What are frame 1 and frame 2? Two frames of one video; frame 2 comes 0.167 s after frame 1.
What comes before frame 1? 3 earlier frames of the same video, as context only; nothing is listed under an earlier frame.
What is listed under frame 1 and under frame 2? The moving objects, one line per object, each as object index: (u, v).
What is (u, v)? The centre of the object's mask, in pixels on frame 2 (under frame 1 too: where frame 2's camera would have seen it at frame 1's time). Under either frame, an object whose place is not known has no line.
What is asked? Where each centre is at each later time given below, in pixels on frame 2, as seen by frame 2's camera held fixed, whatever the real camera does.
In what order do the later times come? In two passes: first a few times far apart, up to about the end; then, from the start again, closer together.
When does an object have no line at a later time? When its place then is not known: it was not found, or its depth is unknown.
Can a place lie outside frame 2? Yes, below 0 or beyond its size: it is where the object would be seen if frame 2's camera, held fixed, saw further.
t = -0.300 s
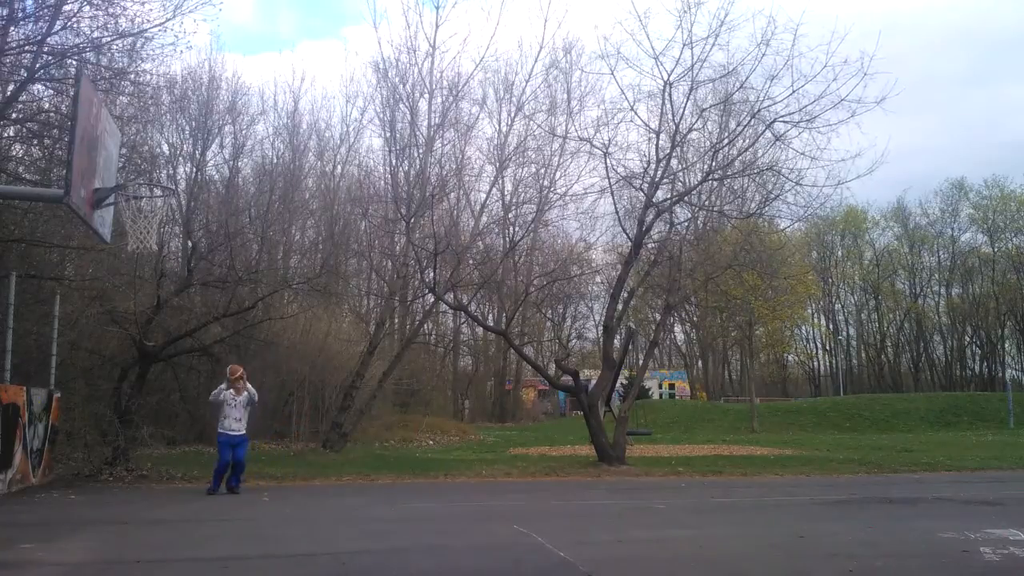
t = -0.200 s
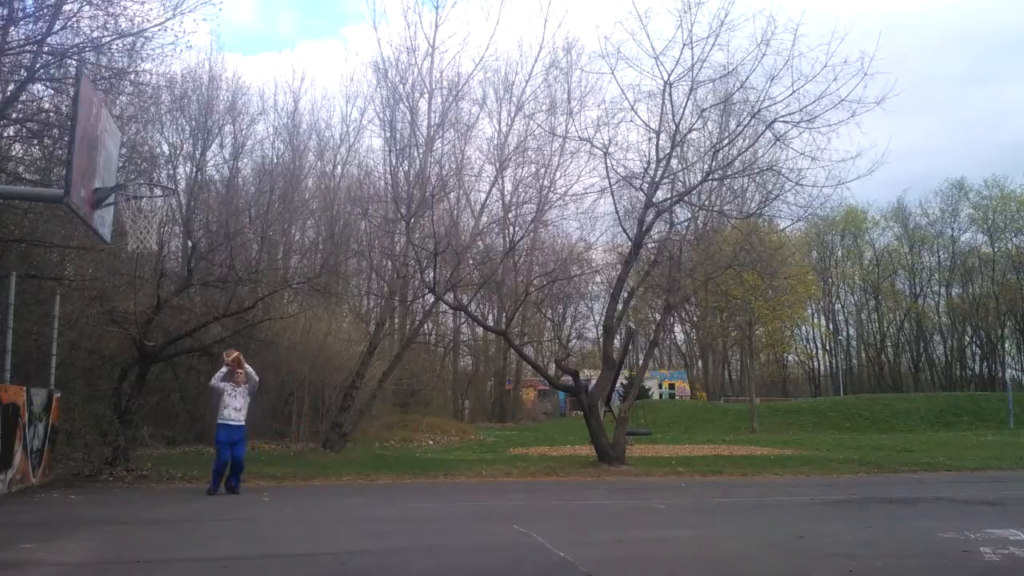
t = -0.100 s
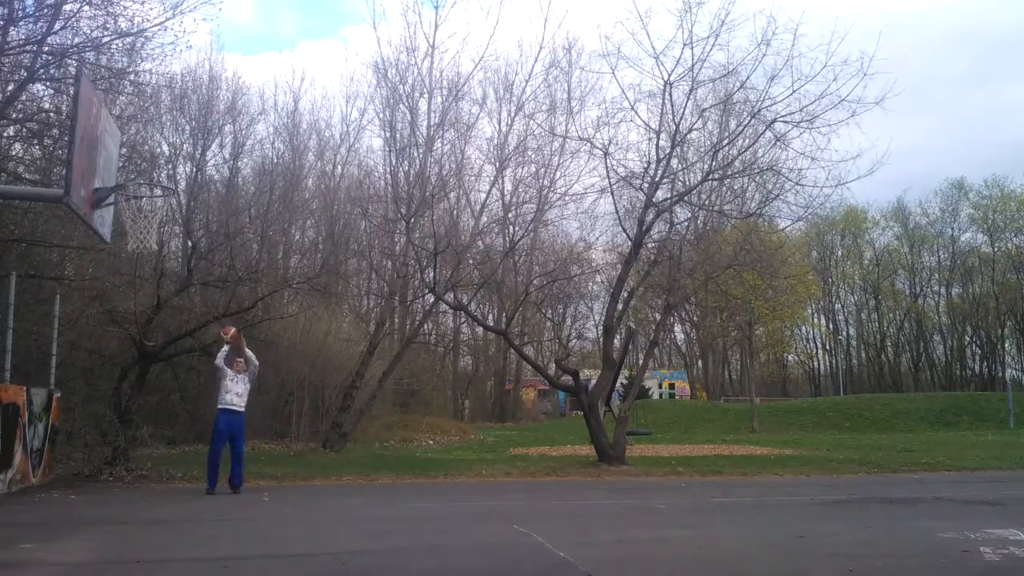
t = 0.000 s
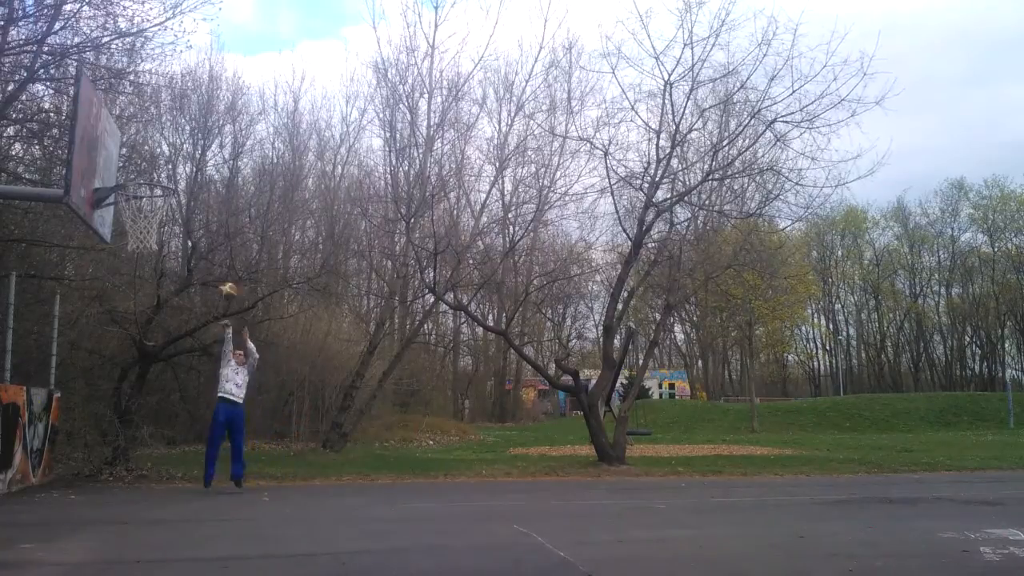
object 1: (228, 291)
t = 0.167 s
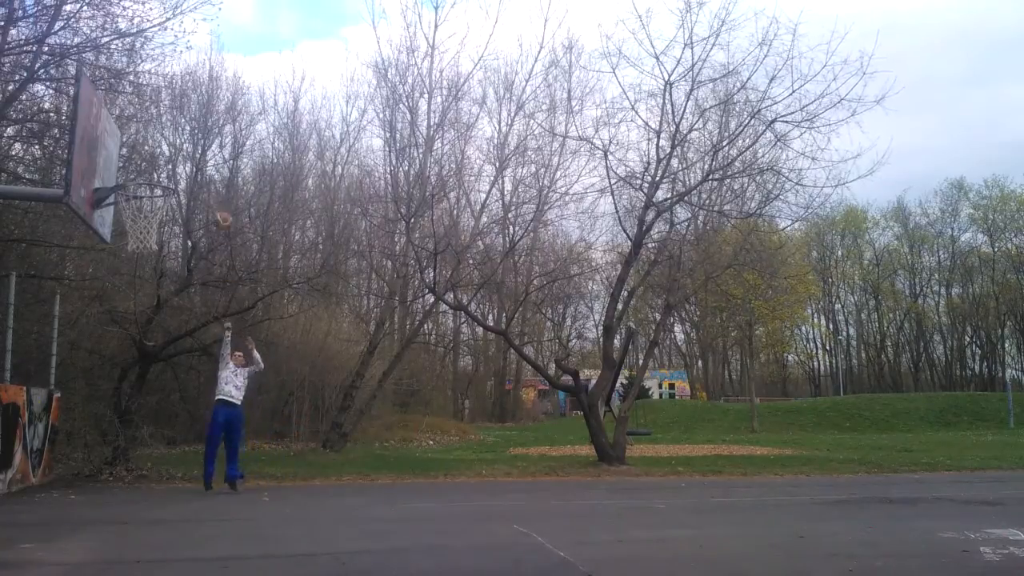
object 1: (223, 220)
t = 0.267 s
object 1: (216, 186)
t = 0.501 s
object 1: (204, 123)
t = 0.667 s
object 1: (191, 98)
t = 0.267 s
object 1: (216, 186)
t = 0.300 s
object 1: (216, 174)
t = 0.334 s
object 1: (213, 163)
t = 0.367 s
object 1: (212, 154)
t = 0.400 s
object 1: (211, 146)
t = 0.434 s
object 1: (208, 137)
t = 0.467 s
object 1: (206, 129)
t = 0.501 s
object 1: (204, 123)
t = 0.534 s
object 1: (200, 115)
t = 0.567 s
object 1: (199, 110)
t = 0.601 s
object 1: (195, 103)
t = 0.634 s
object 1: (193, 99)
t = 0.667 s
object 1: (191, 98)
